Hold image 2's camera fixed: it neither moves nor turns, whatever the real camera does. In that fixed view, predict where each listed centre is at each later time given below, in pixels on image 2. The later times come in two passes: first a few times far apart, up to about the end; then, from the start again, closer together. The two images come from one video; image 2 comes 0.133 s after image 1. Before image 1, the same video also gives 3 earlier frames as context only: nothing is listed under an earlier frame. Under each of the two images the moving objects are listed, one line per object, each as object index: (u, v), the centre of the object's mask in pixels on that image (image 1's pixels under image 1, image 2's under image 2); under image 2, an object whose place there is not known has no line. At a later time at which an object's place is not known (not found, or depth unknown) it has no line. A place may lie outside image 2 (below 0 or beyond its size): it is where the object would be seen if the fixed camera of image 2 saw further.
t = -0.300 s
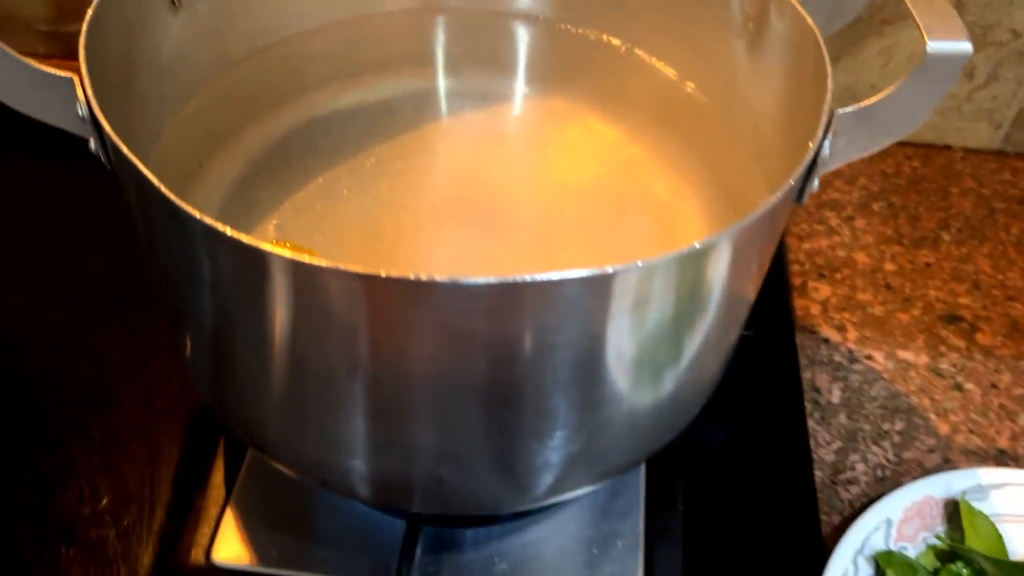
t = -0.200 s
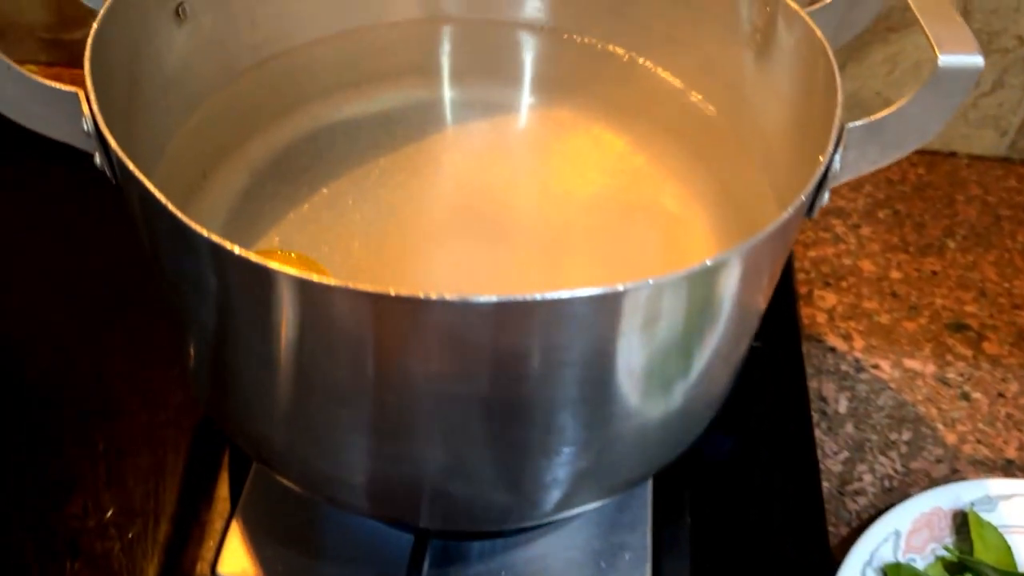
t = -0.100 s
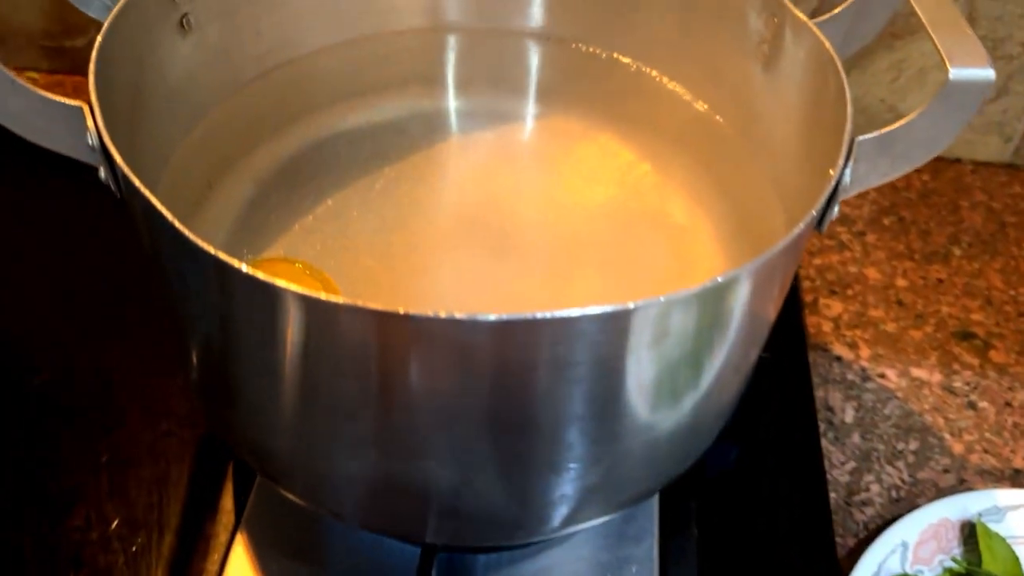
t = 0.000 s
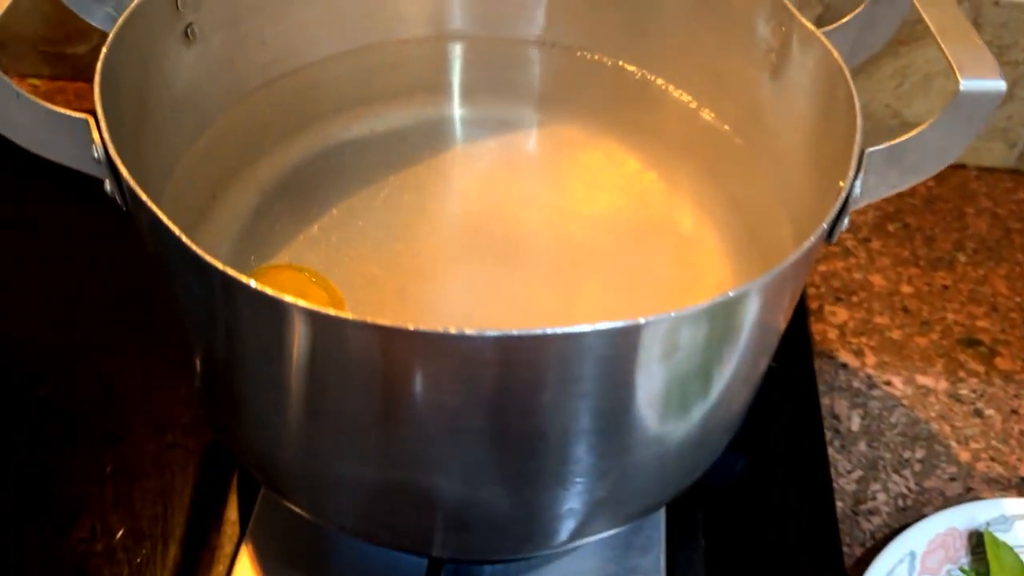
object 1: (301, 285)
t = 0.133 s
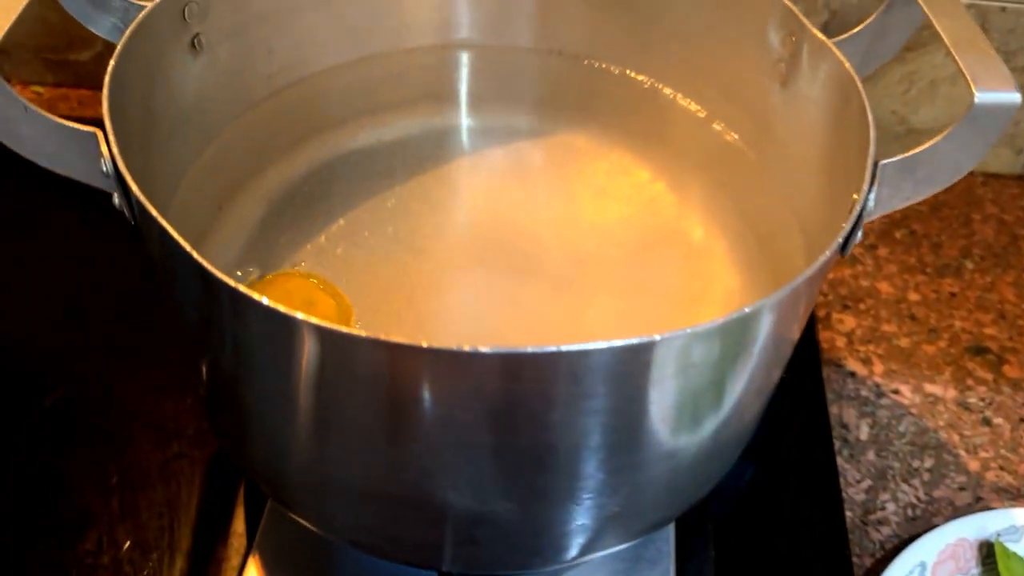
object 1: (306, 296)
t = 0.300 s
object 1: (307, 299)
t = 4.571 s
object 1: (383, 182)
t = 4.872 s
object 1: (378, 177)
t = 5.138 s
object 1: (372, 174)
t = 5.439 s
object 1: (365, 170)
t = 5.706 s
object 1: (358, 166)
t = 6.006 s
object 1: (349, 161)
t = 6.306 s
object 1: (339, 156)
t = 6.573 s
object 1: (332, 152)
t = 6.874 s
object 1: (326, 148)
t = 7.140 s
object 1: (320, 143)
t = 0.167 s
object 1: (307, 297)
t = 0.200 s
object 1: (307, 297)
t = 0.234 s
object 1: (308, 298)
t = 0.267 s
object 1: (307, 299)
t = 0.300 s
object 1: (307, 299)
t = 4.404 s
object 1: (384, 184)
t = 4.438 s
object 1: (384, 183)
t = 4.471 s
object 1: (384, 183)
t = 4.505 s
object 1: (383, 183)
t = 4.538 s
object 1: (383, 182)
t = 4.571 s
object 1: (383, 182)
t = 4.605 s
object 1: (382, 181)
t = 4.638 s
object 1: (382, 181)
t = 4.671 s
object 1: (381, 180)
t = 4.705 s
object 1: (381, 180)
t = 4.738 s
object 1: (380, 179)
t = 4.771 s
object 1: (380, 179)
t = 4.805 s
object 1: (379, 178)
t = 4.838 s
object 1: (379, 178)
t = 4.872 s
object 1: (378, 177)
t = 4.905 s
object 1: (377, 177)
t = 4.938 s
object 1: (376, 176)
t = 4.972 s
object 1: (375, 176)
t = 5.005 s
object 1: (375, 176)
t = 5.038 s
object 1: (374, 175)
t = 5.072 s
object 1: (374, 175)
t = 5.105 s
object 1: (373, 174)
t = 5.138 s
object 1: (372, 174)
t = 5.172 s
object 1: (372, 173)
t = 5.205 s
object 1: (371, 173)
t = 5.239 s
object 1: (370, 172)
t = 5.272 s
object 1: (369, 172)
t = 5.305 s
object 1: (368, 171)
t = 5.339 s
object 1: (368, 171)
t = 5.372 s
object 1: (367, 171)
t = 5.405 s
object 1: (366, 170)
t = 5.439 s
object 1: (365, 170)
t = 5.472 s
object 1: (364, 169)
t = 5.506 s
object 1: (363, 169)
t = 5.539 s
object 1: (362, 168)
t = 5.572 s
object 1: (361, 168)
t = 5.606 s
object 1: (360, 167)
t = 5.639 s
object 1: (359, 167)
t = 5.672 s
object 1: (359, 166)
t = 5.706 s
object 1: (358, 166)
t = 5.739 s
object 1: (357, 165)
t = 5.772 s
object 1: (356, 165)
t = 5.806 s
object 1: (355, 164)
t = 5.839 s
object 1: (354, 164)
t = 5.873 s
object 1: (353, 163)
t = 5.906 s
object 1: (352, 162)
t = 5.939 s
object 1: (351, 162)
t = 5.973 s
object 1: (350, 161)
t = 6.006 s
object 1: (349, 161)
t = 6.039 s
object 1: (348, 160)
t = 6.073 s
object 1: (347, 160)
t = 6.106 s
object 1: (346, 160)
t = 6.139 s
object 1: (345, 159)
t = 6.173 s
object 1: (344, 159)
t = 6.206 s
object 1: (343, 158)
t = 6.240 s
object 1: (341, 157)
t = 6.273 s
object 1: (340, 157)
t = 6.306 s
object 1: (339, 156)
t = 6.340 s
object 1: (338, 156)
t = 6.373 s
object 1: (337, 155)
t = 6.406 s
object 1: (336, 155)
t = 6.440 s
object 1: (336, 154)
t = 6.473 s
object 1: (335, 153)
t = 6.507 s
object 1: (334, 153)
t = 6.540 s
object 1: (333, 152)
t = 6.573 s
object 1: (332, 152)
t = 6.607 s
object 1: (331, 152)
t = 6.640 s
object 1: (331, 151)
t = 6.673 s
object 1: (330, 151)
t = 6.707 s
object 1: (329, 150)
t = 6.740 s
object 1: (328, 150)
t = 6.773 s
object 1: (328, 150)
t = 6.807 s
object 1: (327, 149)
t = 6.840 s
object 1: (326, 149)
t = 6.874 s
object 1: (326, 148)
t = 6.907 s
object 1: (325, 148)
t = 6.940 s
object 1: (324, 147)
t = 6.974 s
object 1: (324, 146)
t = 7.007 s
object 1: (323, 146)
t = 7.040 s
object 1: (322, 145)
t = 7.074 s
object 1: (321, 144)
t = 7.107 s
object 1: (320, 144)
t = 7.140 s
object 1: (320, 143)
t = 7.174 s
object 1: (320, 142)
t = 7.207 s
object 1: (319, 142)
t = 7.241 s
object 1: (319, 141)
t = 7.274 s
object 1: (318, 140)
